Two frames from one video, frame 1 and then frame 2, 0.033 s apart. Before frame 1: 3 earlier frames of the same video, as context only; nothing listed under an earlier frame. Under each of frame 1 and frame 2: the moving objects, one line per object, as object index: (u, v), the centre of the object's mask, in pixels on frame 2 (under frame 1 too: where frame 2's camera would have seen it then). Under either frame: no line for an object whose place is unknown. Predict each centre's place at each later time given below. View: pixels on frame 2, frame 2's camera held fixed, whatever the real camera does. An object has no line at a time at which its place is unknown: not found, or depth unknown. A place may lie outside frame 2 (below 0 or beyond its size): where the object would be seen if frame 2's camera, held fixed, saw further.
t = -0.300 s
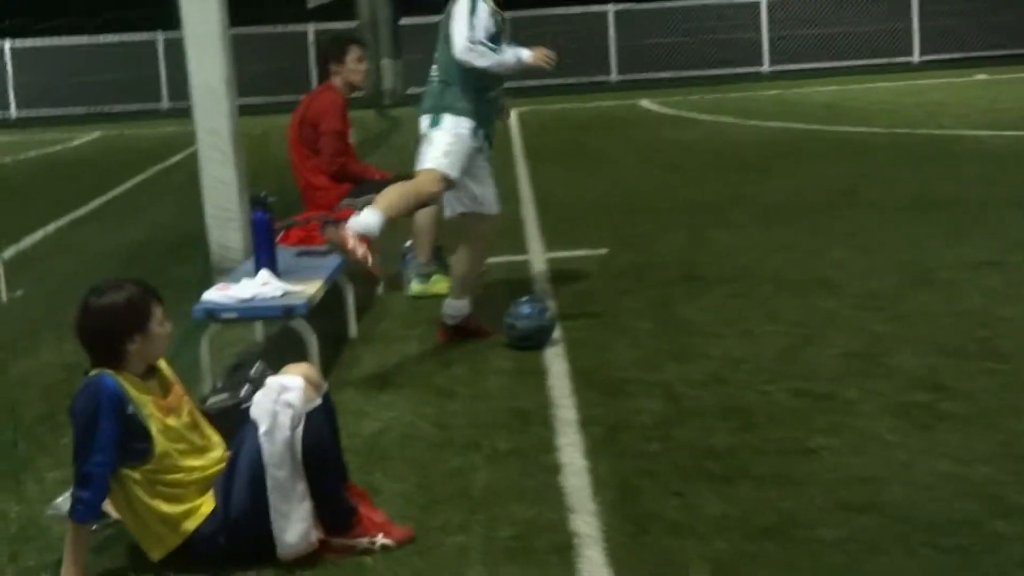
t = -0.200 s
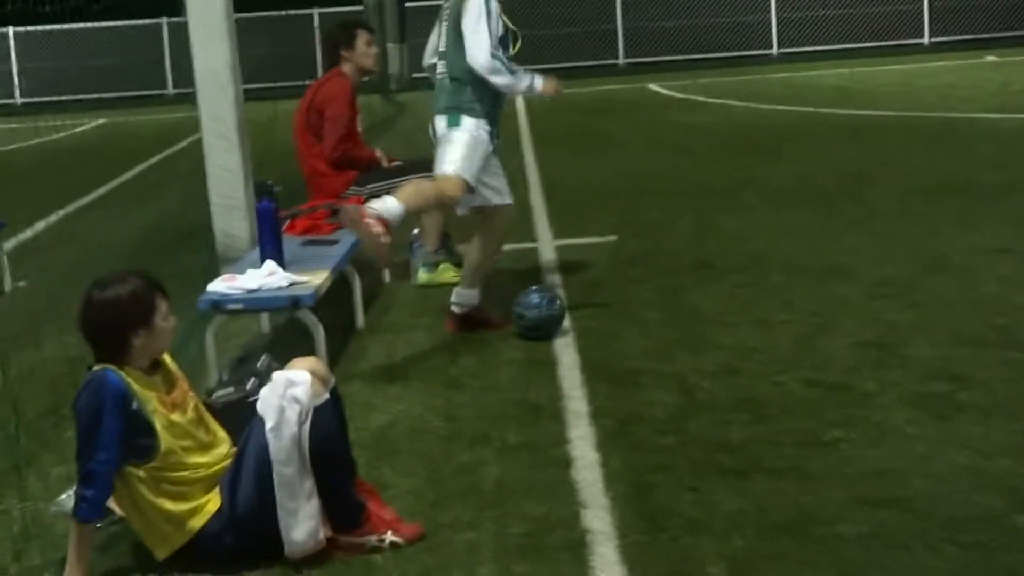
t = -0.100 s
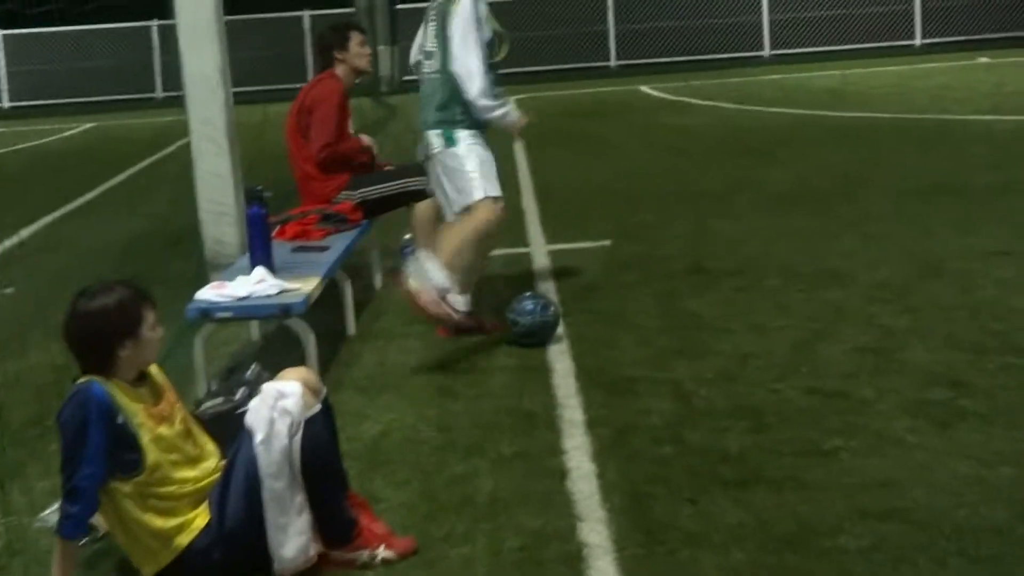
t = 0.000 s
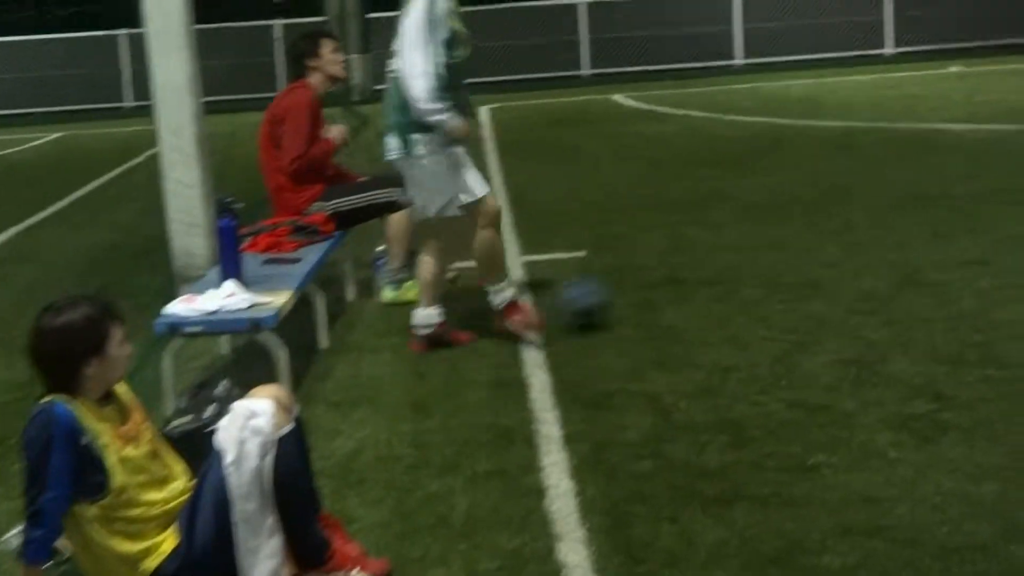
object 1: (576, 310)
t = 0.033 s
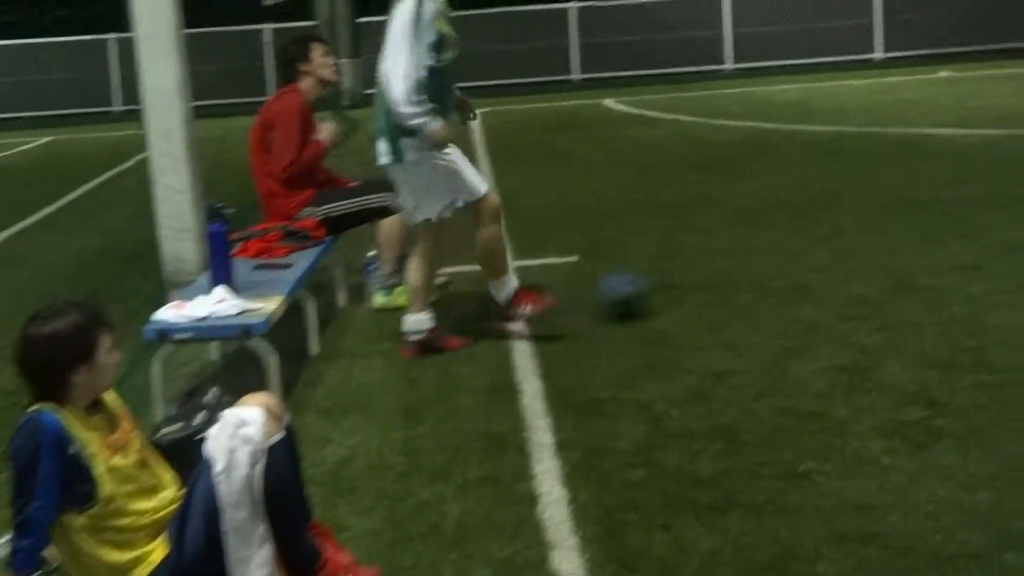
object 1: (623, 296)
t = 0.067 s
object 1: (666, 283)
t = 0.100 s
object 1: (705, 272)
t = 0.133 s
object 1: (739, 257)
